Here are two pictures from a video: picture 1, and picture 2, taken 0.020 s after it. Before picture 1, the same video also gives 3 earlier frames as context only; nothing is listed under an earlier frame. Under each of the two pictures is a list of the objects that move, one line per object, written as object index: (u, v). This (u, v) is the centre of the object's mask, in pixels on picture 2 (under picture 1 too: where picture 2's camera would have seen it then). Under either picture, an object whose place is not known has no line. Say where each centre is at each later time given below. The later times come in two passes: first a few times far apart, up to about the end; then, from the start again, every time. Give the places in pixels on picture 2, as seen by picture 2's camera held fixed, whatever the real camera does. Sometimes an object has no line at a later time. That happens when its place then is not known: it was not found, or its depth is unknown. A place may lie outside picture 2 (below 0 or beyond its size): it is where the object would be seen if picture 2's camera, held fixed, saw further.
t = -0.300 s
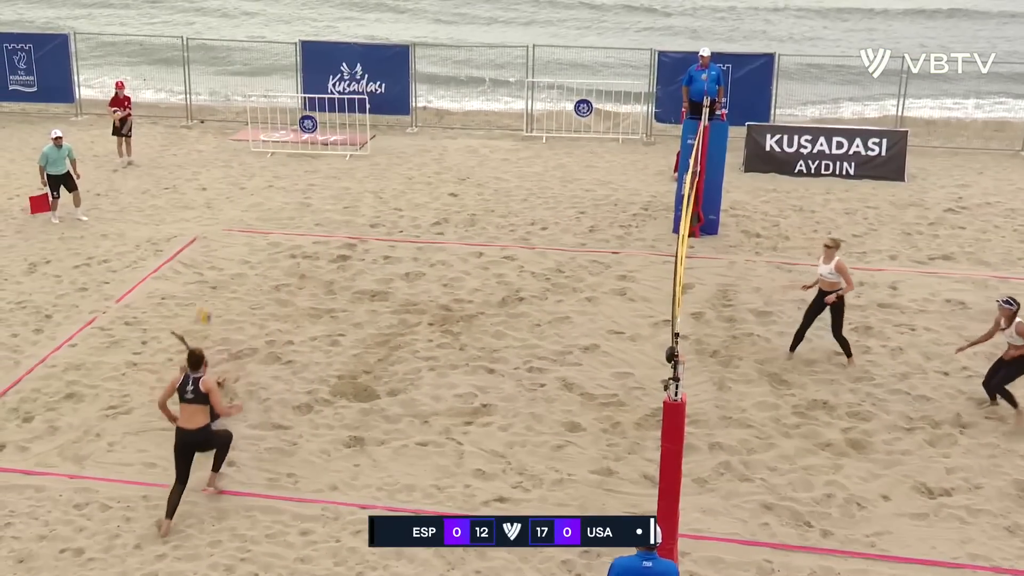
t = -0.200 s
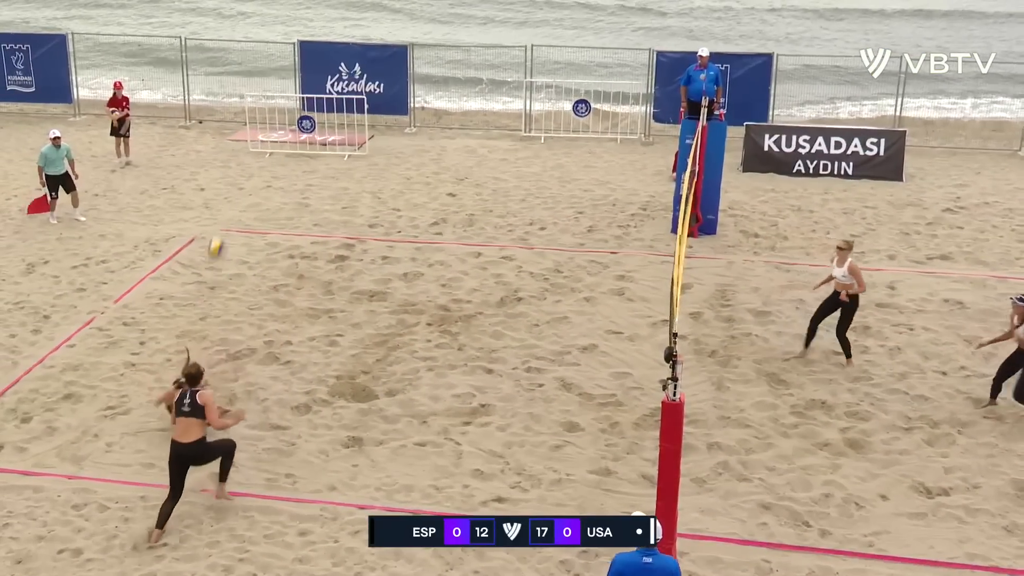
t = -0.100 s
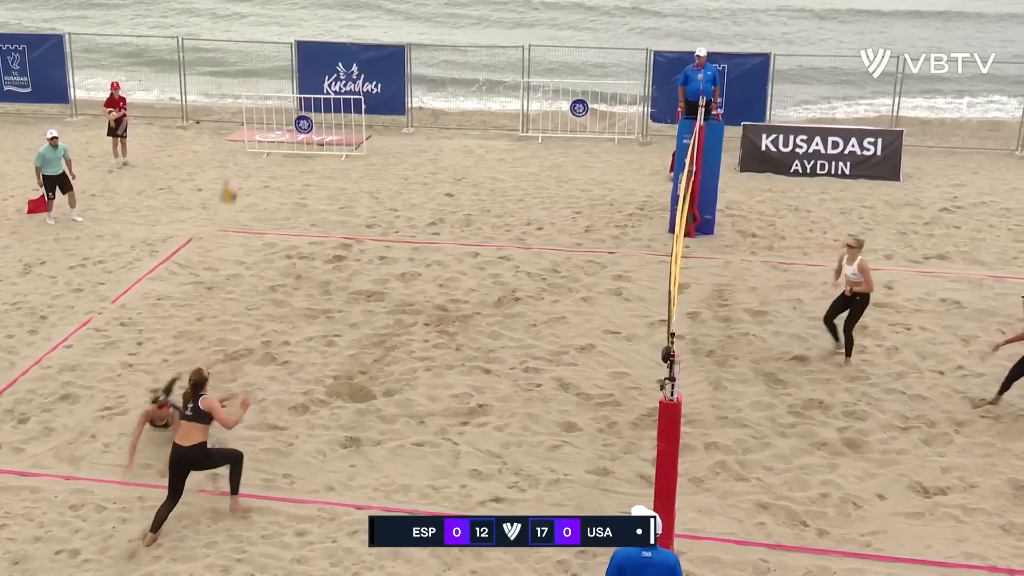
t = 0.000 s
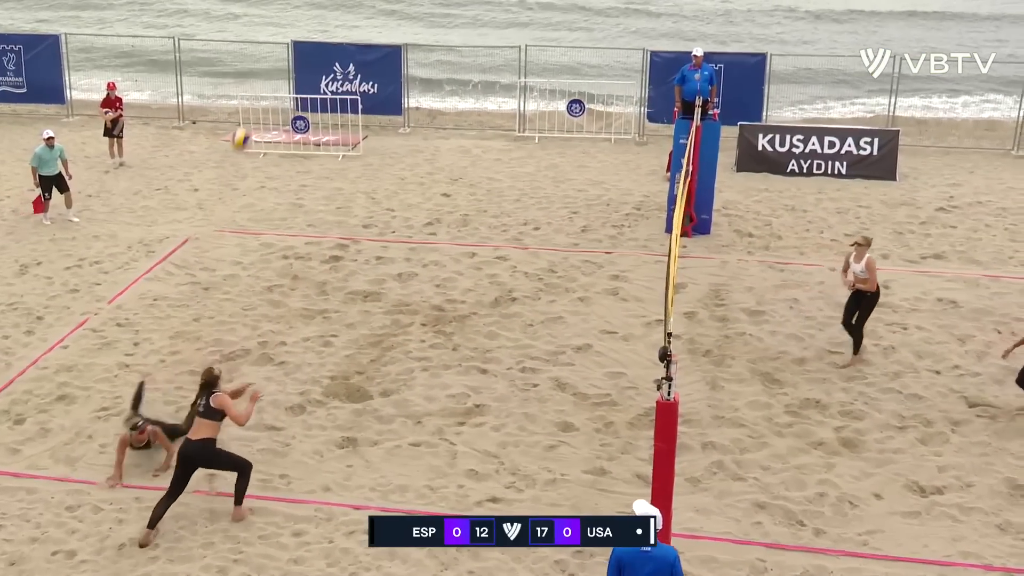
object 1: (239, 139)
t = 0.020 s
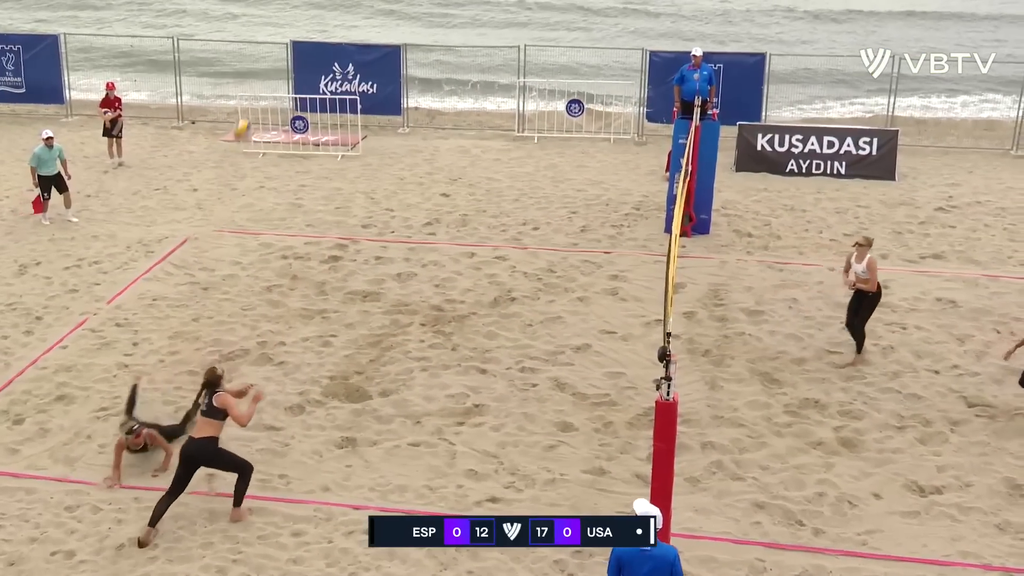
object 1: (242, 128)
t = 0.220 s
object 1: (273, 54)
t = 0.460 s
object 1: (308, 12)
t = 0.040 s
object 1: (242, 119)
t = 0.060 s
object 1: (249, 112)
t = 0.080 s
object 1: (252, 105)
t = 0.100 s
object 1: (256, 96)
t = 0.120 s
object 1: (258, 89)
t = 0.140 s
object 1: (261, 81)
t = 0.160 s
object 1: (265, 74)
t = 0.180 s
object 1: (267, 67)
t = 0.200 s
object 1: (270, 60)
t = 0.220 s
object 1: (273, 54)
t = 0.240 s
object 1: (276, 49)
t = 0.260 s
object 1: (279, 44)
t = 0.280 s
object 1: (282, 40)
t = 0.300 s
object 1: (286, 34)
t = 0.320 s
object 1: (288, 30)
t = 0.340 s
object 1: (291, 28)
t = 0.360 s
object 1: (294, 23)
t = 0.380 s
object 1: (297, 20)
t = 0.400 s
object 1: (300, 17)
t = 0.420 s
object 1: (302, 15)
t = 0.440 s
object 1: (305, 13)
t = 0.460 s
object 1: (308, 12)
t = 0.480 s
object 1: (311, 11)
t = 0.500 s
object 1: (314, 10)
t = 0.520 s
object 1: (316, 10)
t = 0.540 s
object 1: (319, 9)
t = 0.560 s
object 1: (321, 10)
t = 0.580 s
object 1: (323, 11)
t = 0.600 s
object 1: (326, 12)
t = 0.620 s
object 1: (329, 14)
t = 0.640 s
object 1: (331, 16)
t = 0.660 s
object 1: (334, 20)
